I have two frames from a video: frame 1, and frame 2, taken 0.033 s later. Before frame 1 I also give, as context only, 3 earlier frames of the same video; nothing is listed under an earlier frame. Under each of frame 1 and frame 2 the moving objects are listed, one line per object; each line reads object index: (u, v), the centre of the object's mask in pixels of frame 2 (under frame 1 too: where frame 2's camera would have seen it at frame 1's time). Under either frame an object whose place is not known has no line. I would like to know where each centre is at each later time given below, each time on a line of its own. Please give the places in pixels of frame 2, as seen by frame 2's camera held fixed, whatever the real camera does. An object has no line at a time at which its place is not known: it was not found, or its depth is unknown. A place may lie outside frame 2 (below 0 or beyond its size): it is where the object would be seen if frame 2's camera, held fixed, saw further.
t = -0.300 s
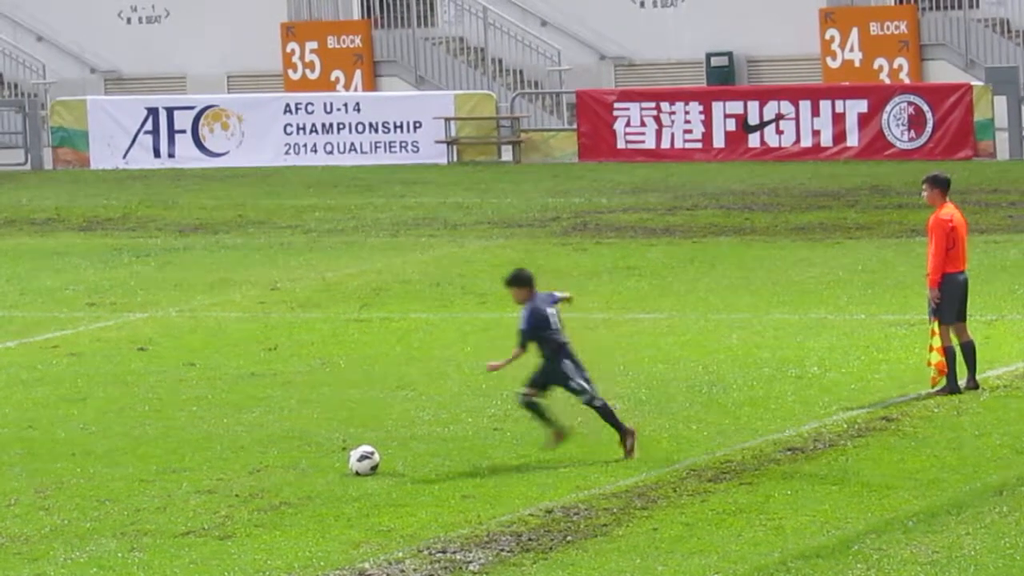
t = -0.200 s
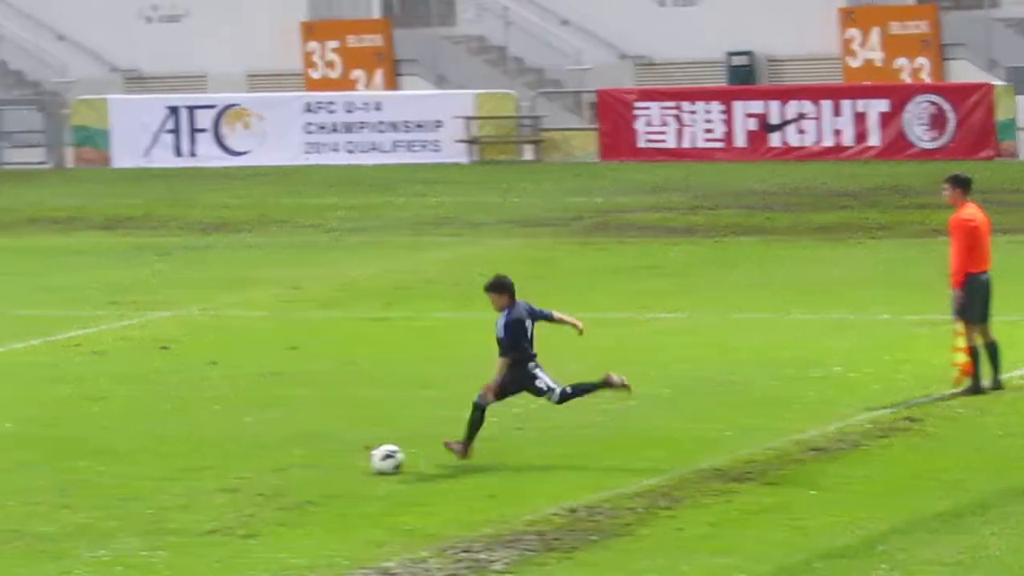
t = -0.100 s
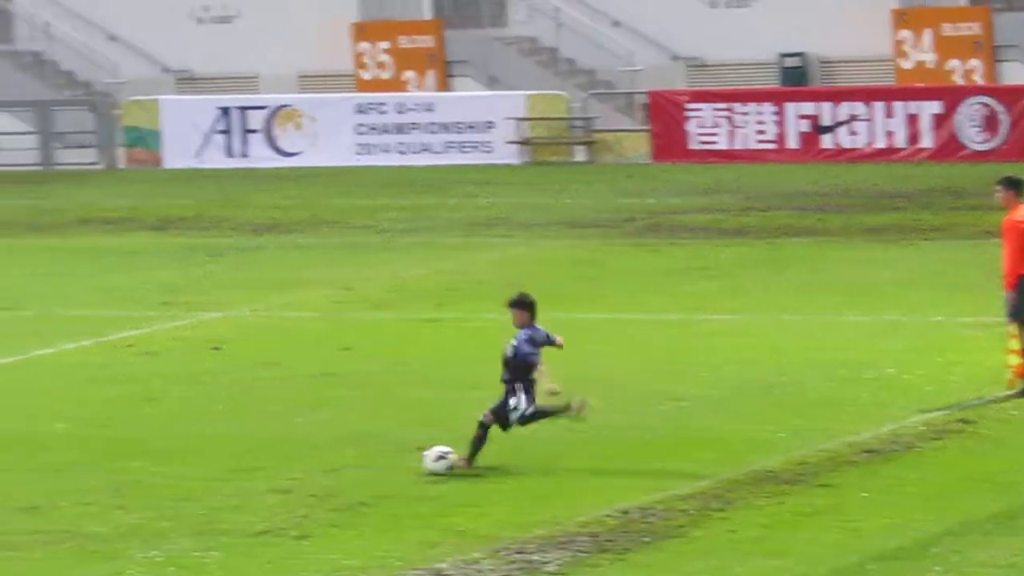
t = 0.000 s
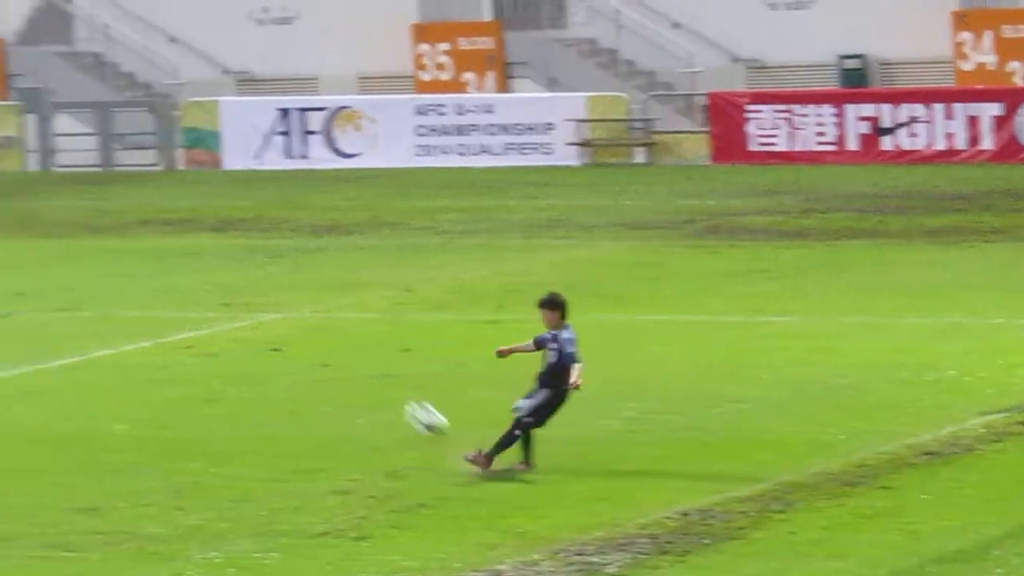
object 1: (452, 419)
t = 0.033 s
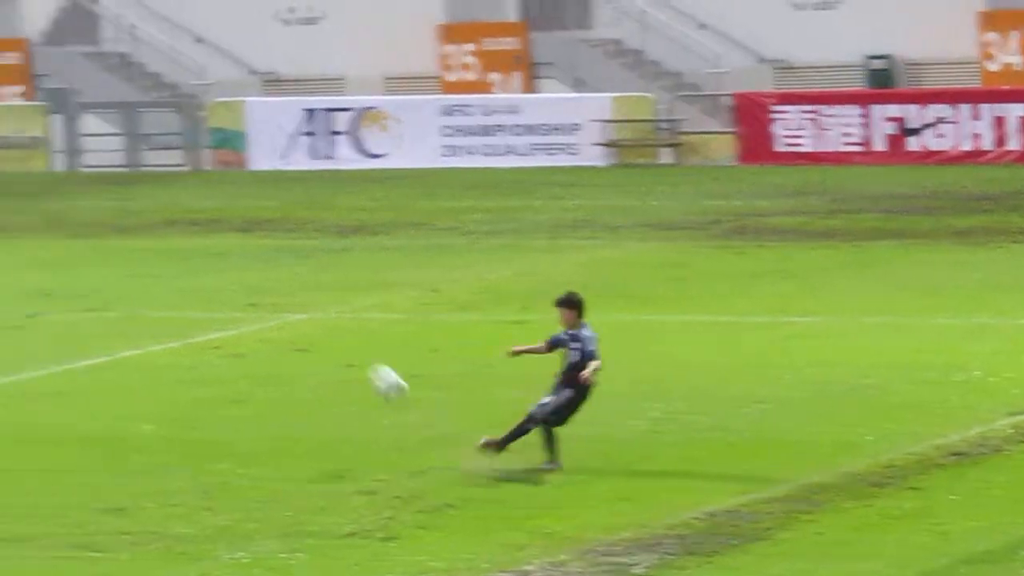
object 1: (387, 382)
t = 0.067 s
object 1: (322, 348)
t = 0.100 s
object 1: (259, 314)
